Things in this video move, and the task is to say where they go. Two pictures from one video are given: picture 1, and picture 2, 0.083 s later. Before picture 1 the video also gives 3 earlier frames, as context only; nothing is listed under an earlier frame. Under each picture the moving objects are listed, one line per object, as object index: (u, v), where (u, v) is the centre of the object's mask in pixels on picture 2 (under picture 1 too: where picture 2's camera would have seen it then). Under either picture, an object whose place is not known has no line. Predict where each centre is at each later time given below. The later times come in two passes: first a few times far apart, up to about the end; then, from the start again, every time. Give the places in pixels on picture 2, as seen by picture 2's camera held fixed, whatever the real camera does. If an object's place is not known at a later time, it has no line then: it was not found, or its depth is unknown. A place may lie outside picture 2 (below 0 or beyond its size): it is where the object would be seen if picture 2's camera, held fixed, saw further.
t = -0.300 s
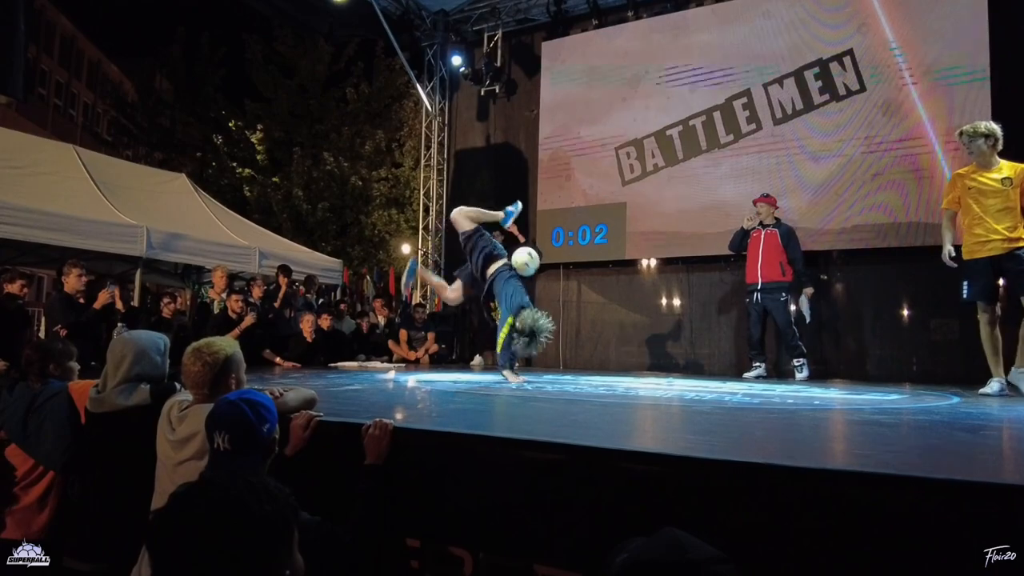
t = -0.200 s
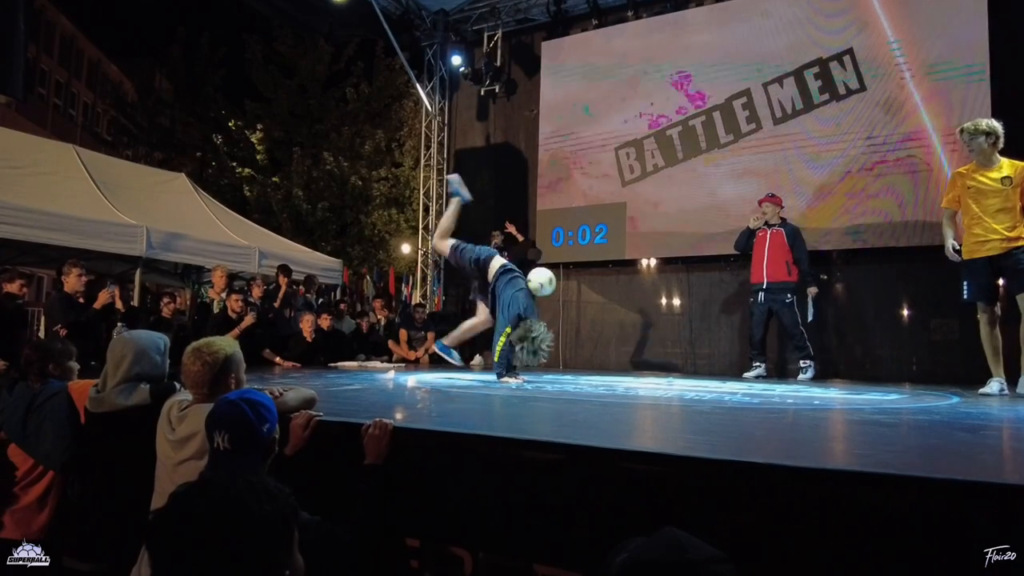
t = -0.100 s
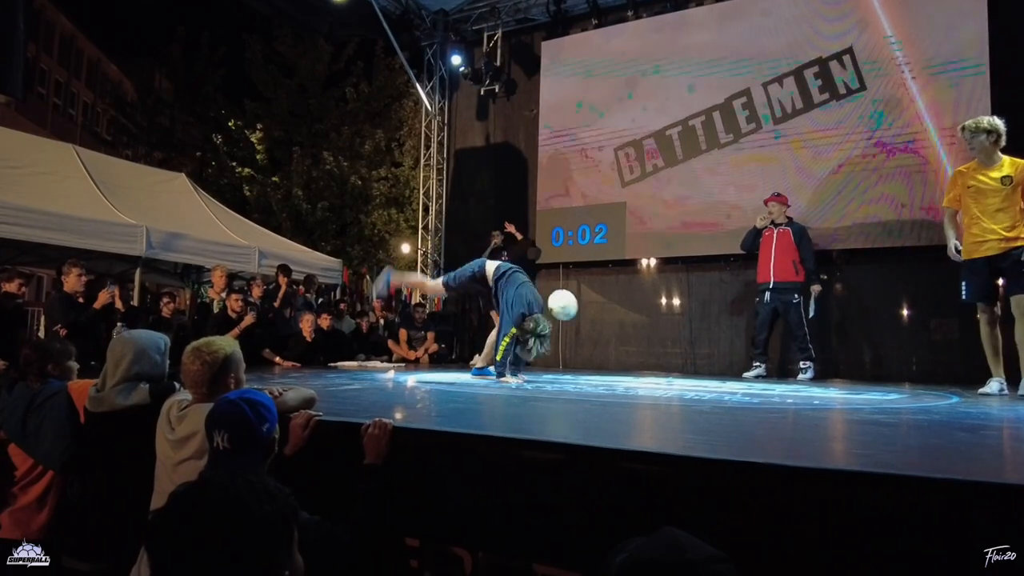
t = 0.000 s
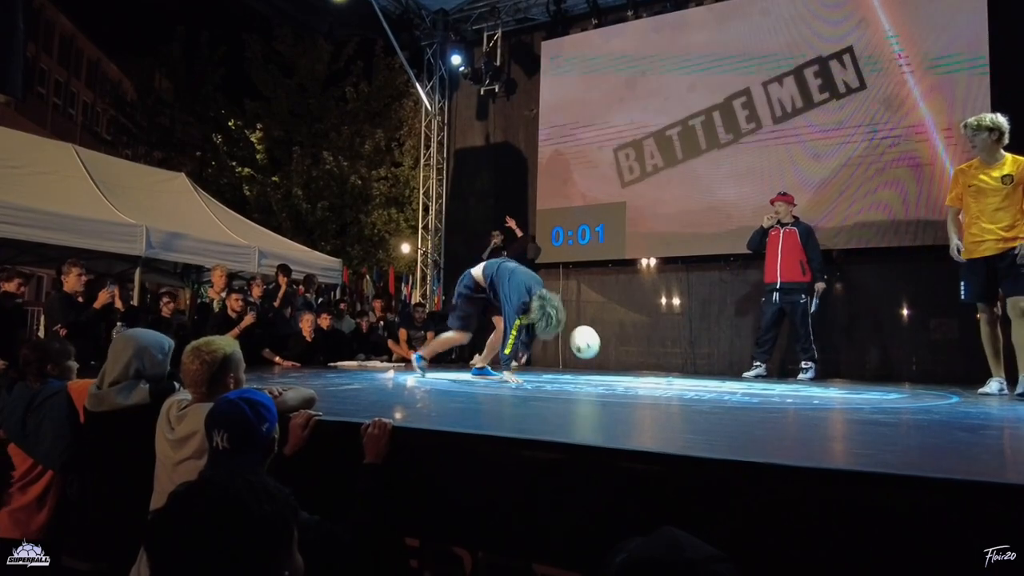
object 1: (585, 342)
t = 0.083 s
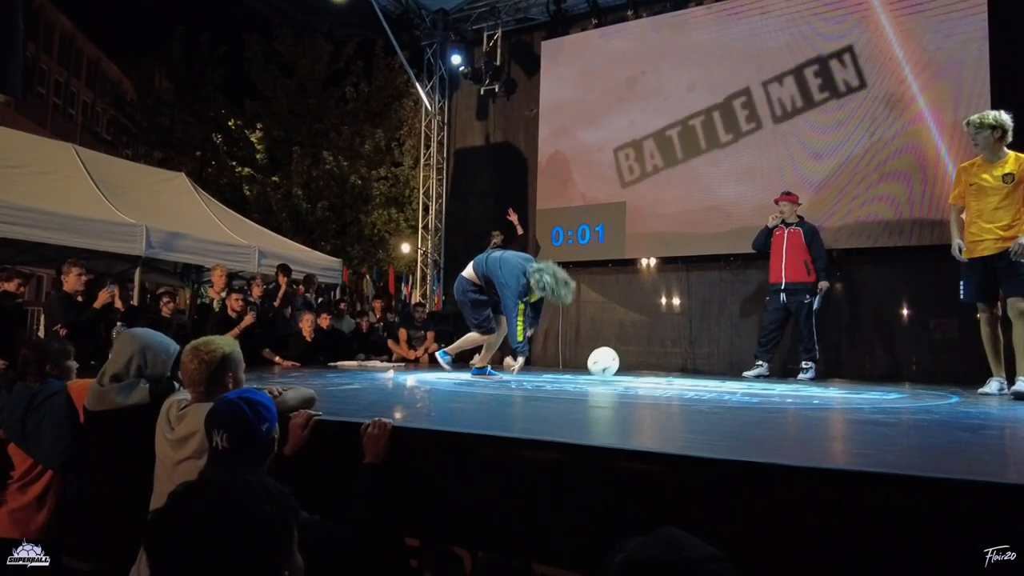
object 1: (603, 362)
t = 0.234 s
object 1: (636, 324)
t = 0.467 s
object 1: (689, 324)
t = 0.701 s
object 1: (743, 362)
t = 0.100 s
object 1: (607, 357)
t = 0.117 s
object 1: (610, 352)
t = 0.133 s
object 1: (614, 347)
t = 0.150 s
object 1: (618, 342)
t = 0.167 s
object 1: (621, 338)
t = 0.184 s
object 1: (625, 334)
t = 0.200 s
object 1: (629, 330)
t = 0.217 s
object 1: (632, 327)
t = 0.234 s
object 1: (636, 324)
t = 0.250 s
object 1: (640, 322)
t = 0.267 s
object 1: (643, 320)
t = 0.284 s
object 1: (647, 318)
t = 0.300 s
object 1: (651, 317)
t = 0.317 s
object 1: (655, 316)
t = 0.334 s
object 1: (658, 315)
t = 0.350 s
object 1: (662, 315)
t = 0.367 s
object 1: (666, 315)
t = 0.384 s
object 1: (670, 316)
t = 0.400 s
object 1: (673, 317)
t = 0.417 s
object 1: (677, 318)
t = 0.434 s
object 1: (681, 320)
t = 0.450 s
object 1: (685, 322)
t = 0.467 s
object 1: (689, 324)
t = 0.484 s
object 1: (692, 327)
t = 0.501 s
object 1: (696, 331)
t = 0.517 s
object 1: (700, 334)
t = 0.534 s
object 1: (704, 338)
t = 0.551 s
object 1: (708, 343)
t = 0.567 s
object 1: (712, 348)
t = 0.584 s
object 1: (715, 353)
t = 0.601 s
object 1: (719, 359)
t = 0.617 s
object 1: (723, 365)
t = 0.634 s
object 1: (727, 371)
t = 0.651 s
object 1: (731, 372)
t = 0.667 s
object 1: (735, 368)
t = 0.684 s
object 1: (739, 365)
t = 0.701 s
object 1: (743, 362)
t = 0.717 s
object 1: (747, 358)
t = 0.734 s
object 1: (751, 356)
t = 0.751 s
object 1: (754, 353)
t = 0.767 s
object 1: (758, 351)
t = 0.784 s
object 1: (762, 349)
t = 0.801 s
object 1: (766, 348)
